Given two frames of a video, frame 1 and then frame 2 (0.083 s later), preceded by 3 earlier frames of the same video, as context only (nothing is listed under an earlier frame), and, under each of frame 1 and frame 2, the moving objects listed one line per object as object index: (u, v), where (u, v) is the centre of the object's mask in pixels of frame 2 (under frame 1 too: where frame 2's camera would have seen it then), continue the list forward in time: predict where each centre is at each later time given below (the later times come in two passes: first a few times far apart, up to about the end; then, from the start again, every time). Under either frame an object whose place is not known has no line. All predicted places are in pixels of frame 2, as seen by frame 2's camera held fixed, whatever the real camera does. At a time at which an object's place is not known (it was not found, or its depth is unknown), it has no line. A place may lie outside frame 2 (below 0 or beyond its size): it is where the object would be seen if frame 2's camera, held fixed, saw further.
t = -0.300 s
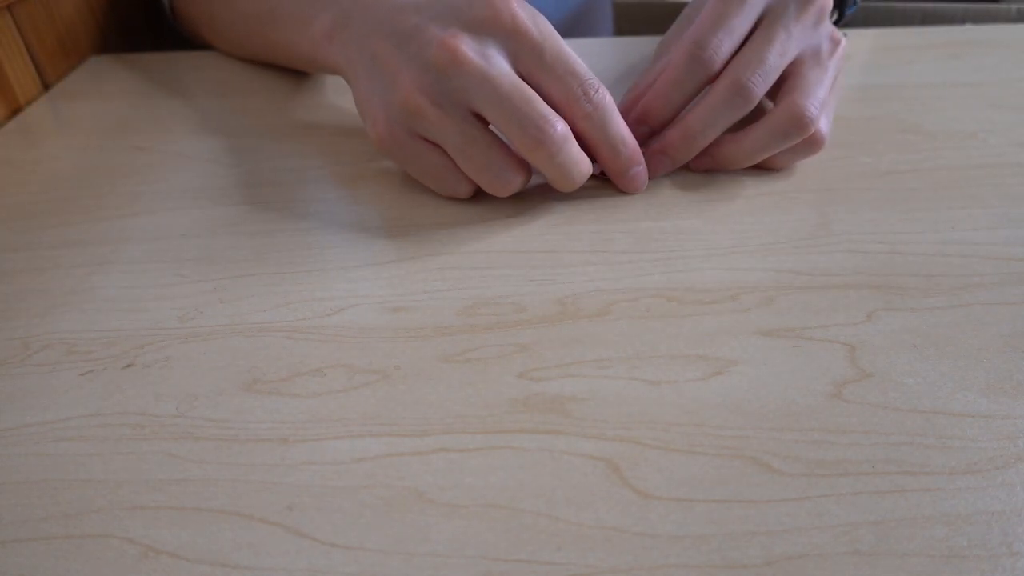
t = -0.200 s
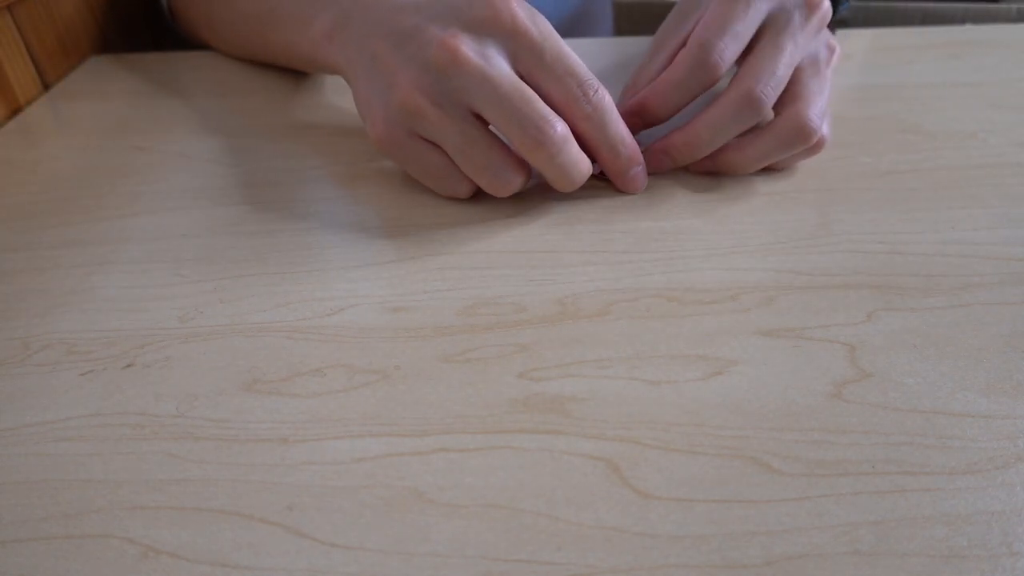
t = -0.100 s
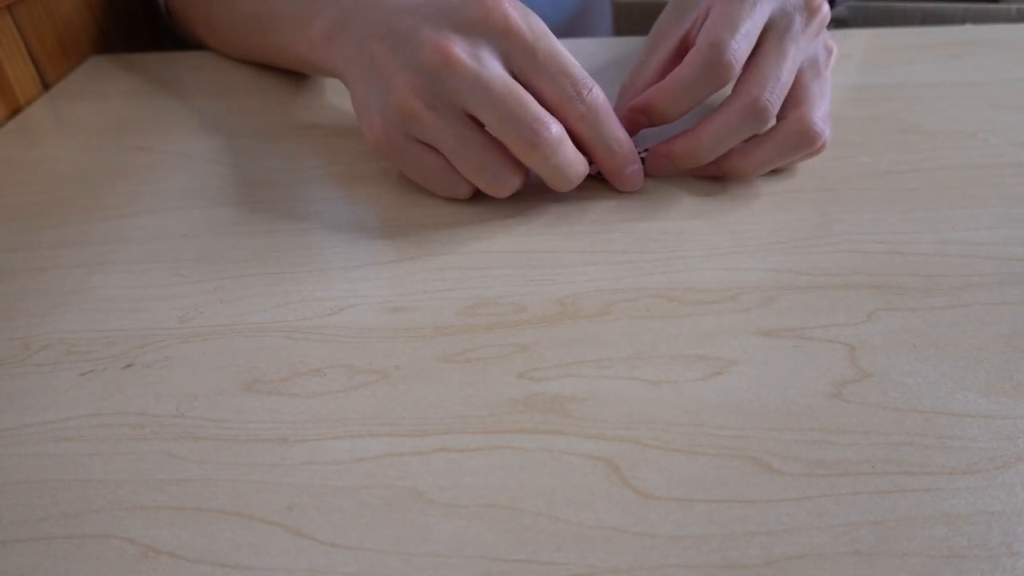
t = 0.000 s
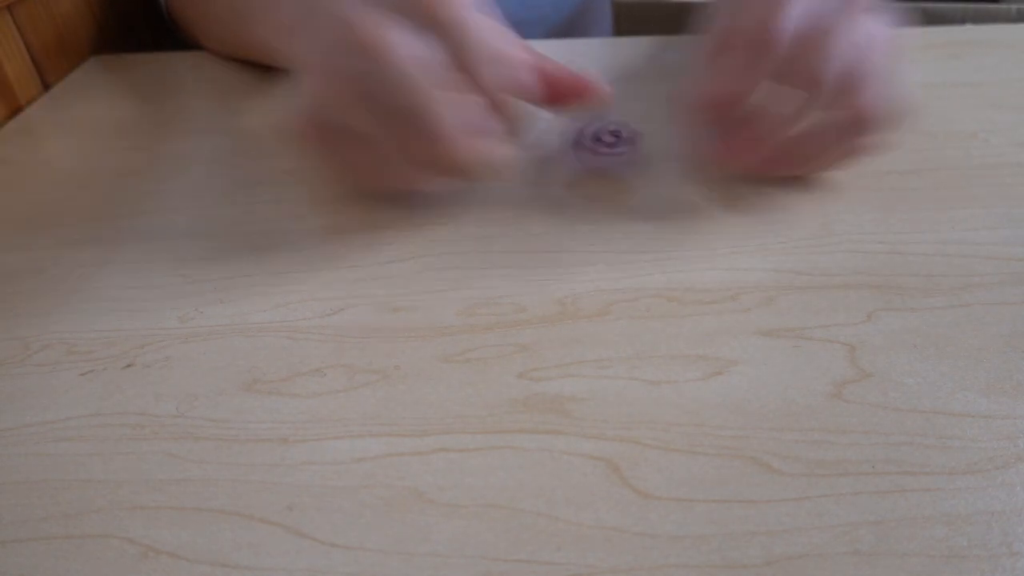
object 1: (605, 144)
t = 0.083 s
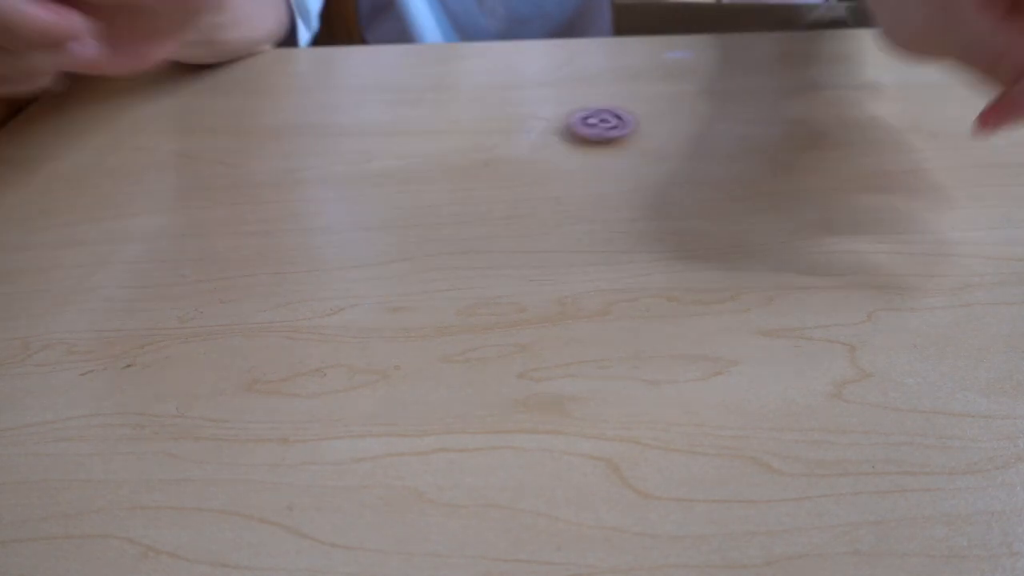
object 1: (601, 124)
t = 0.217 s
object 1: (612, 107)
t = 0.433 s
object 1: (608, 103)
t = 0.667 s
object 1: (609, 100)
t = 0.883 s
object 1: (609, 97)
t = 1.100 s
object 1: (616, 94)
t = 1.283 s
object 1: (619, 93)
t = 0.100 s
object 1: (602, 119)
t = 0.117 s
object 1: (603, 117)
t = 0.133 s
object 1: (607, 115)
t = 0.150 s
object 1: (609, 113)
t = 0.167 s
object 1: (612, 112)
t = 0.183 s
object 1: (613, 110)
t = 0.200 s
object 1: (613, 108)
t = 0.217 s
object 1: (612, 107)
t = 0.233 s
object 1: (611, 106)
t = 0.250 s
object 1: (610, 106)
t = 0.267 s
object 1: (610, 105)
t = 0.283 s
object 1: (610, 105)
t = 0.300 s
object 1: (609, 105)
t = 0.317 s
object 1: (609, 104)
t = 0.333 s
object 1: (609, 105)
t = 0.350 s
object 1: (609, 104)
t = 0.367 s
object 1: (609, 104)
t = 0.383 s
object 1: (608, 104)
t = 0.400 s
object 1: (609, 103)
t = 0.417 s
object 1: (609, 104)
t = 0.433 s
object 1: (608, 103)
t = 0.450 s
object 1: (609, 103)
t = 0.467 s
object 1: (609, 102)
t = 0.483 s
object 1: (609, 102)
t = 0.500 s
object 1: (609, 102)
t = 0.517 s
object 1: (609, 102)
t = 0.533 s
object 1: (609, 101)
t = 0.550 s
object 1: (609, 101)
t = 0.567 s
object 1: (610, 101)
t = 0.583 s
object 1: (609, 101)
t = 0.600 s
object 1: (610, 100)
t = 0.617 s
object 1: (609, 101)
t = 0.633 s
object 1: (609, 100)
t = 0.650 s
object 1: (610, 100)
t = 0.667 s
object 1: (609, 100)
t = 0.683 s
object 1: (609, 100)
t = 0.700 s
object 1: (609, 99)
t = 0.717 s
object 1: (608, 99)
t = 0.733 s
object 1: (609, 99)
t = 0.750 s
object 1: (608, 99)
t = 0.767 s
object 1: (609, 98)
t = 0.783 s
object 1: (608, 98)
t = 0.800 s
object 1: (609, 98)
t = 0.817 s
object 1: (609, 98)
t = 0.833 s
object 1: (608, 98)
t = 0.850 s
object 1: (610, 97)
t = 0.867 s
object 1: (610, 97)
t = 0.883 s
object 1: (609, 97)
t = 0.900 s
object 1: (611, 96)
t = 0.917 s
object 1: (612, 95)
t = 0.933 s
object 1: (612, 96)
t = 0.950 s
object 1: (612, 96)
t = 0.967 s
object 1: (613, 96)
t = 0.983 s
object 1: (614, 95)
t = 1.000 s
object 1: (614, 95)
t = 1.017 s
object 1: (613, 95)
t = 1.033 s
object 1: (615, 95)
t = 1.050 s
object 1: (616, 94)
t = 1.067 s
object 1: (614, 95)
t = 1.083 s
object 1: (615, 94)
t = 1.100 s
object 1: (616, 94)
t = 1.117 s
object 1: (616, 94)
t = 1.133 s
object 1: (615, 94)
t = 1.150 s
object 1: (617, 94)
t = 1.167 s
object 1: (617, 93)
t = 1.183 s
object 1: (618, 93)
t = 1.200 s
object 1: (617, 93)
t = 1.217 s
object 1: (618, 93)
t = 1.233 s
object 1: (617, 93)
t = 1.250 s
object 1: (617, 93)
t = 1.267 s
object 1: (617, 93)
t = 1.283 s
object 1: (619, 93)
